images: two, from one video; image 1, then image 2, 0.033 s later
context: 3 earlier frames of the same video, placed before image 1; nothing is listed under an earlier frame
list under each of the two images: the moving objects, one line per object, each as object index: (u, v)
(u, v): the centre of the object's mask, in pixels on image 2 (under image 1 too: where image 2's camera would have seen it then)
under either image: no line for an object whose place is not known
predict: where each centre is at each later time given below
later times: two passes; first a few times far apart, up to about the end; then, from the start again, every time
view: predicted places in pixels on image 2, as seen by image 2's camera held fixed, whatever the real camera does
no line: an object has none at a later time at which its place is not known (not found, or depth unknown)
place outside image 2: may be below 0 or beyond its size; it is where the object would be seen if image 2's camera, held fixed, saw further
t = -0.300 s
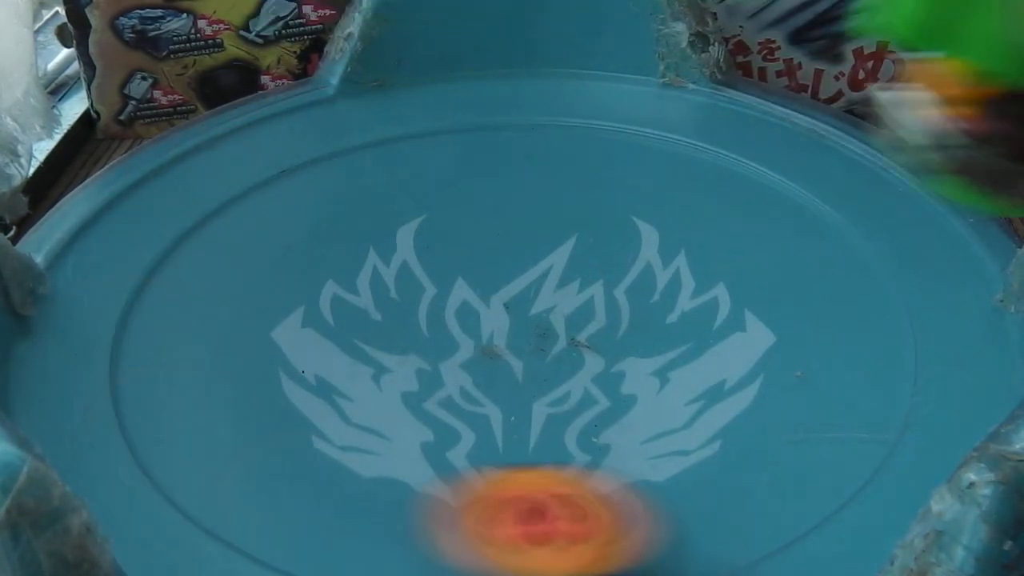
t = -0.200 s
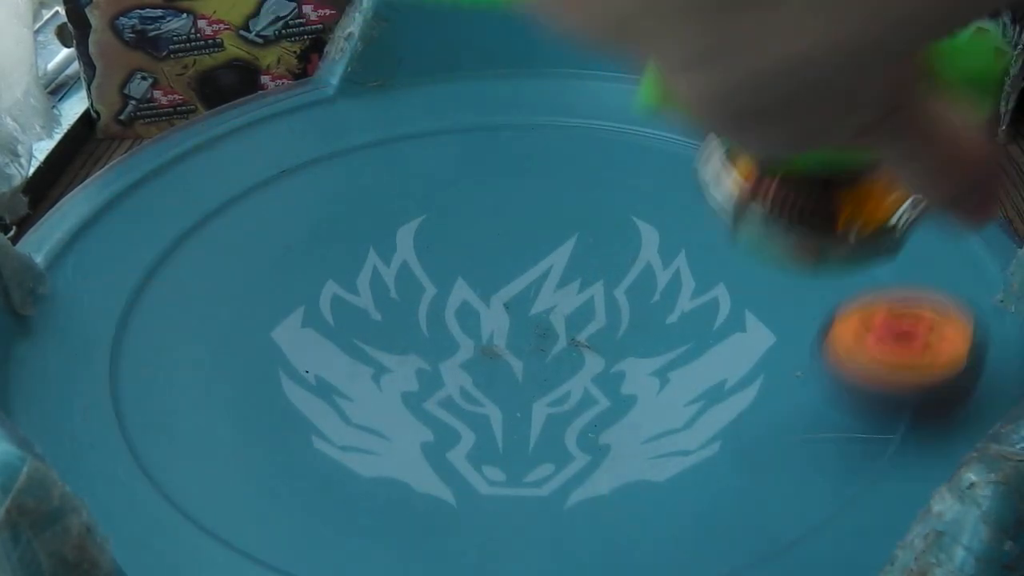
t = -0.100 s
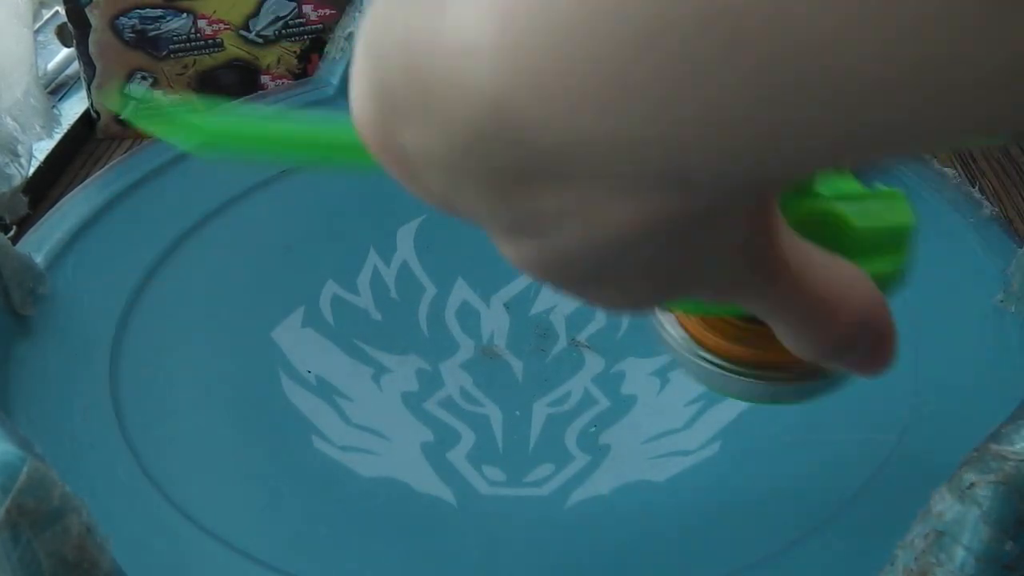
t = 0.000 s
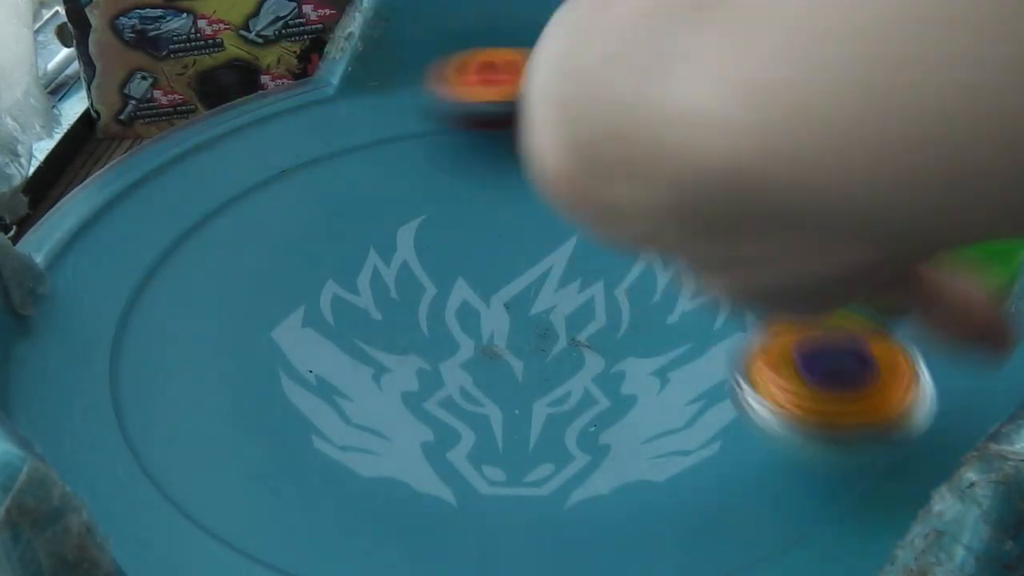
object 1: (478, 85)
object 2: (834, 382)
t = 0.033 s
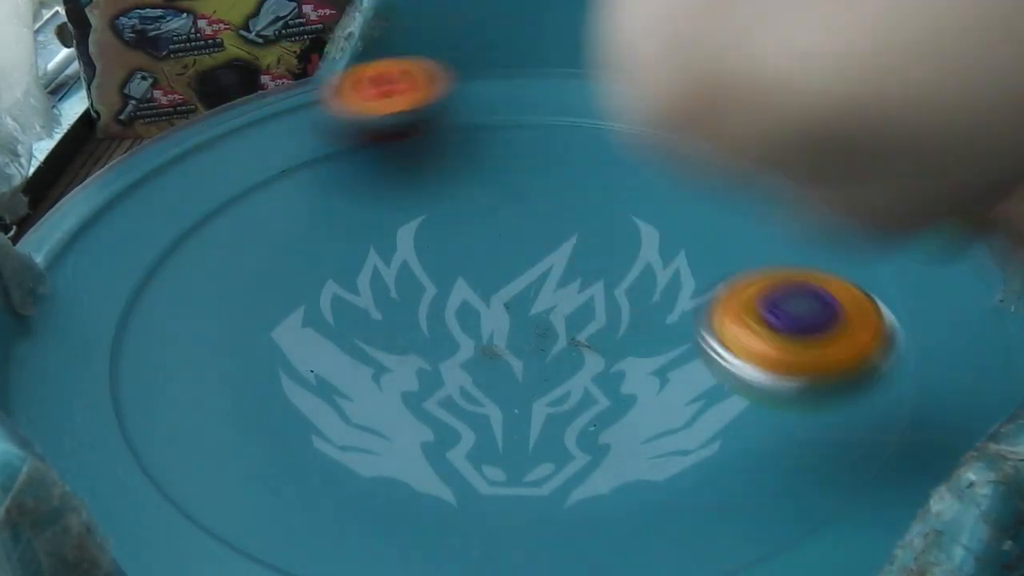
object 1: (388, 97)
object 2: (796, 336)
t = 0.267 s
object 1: (471, 524)
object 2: (480, 269)
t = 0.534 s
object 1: (668, 102)
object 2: (375, 185)
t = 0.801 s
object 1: (85, 162)
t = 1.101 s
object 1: (613, 225)
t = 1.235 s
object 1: (759, 220)
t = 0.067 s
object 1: (284, 129)
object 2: (756, 318)
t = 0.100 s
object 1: (197, 179)
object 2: (715, 325)
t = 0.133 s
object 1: (135, 255)
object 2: (674, 338)
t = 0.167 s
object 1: (116, 344)
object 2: (620, 305)
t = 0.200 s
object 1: (163, 435)
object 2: (570, 301)
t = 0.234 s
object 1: (287, 502)
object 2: (525, 290)
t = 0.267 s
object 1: (471, 524)
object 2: (480, 269)
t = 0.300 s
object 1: (664, 514)
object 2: (438, 263)
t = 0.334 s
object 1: (807, 460)
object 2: (409, 241)
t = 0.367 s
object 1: (885, 387)
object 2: (384, 232)
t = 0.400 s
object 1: (907, 306)
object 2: (366, 220)
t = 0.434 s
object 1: (883, 237)
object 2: (357, 210)
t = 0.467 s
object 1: (831, 178)
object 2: (356, 200)
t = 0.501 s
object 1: (758, 133)
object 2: (361, 193)
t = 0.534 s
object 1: (668, 102)
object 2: (375, 185)
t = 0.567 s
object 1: (567, 86)
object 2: (393, 181)
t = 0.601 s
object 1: (465, 85)
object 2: (416, 177)
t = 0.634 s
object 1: (363, 85)
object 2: (446, 187)
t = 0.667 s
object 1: (262, 94)
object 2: (483, 211)
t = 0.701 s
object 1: (166, 113)
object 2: (522, 232)
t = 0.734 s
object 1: (109, 137)
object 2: (559, 254)
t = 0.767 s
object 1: (58, 192)
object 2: (590, 276)
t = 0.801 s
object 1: (85, 162)
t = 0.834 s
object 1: (137, 146)
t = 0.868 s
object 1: (198, 159)
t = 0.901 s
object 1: (266, 200)
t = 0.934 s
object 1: (324, 192)
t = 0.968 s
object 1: (384, 204)
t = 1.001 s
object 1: (447, 212)
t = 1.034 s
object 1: (503, 222)
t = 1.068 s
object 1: (559, 219)
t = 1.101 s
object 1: (613, 225)
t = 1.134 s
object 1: (658, 224)
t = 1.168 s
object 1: (699, 221)
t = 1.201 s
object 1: (732, 220)
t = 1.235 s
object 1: (759, 220)
